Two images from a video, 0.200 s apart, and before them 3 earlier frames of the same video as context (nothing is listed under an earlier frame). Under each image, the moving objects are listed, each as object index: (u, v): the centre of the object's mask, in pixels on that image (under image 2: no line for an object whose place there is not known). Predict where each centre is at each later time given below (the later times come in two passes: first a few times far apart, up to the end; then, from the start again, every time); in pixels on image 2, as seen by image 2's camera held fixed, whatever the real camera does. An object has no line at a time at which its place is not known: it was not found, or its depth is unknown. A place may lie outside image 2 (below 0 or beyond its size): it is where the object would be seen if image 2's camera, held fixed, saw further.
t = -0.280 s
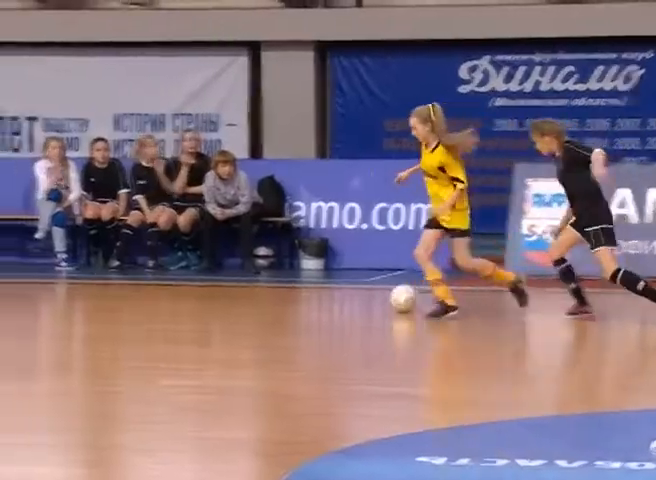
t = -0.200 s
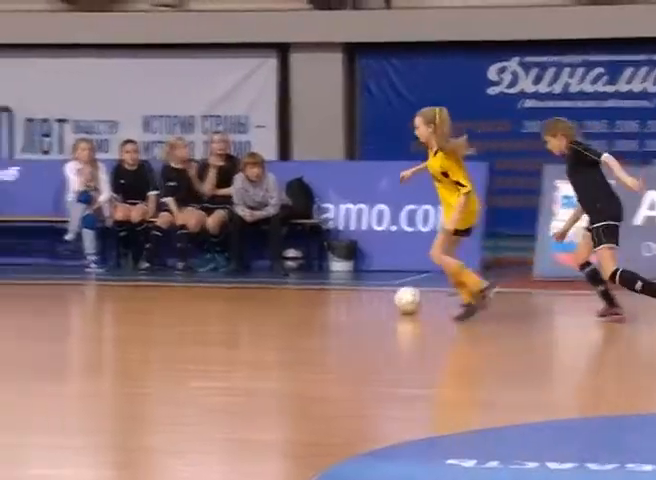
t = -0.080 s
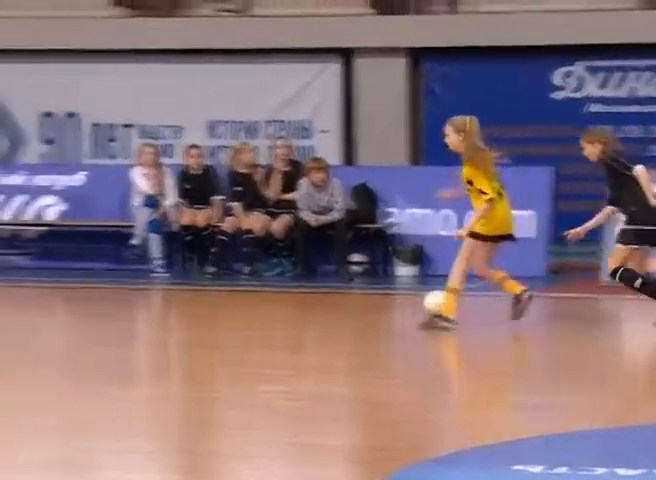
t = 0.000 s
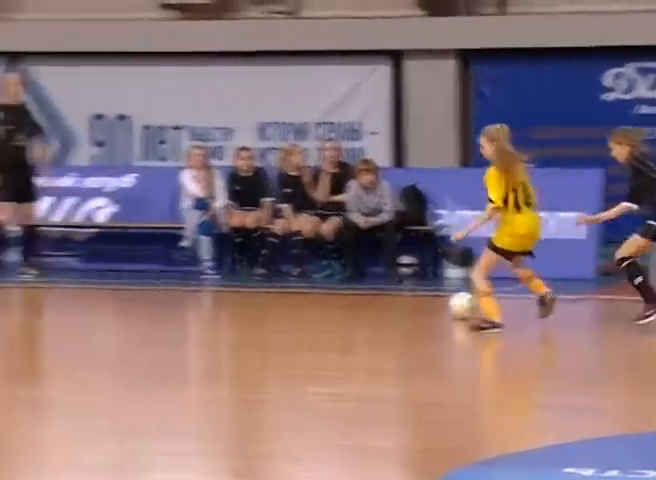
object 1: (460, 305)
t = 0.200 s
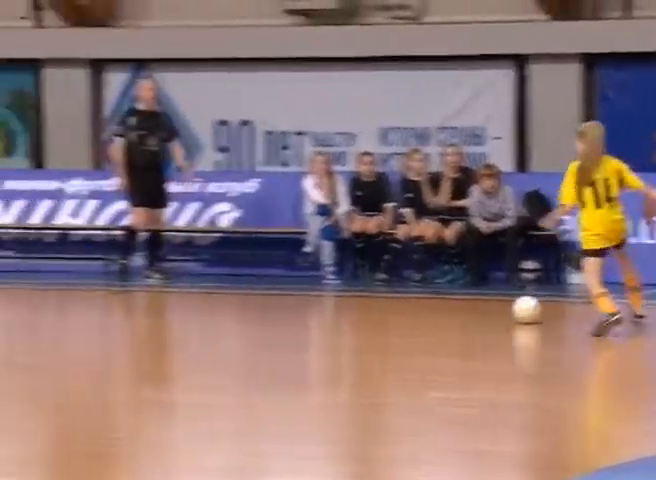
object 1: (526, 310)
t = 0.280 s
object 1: (502, 309)
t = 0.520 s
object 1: (435, 306)
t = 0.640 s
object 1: (402, 305)
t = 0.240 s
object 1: (514, 309)
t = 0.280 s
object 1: (502, 309)
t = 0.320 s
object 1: (491, 308)
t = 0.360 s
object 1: (479, 307)
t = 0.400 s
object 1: (468, 307)
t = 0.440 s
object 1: (457, 306)
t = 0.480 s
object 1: (446, 306)
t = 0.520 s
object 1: (435, 306)
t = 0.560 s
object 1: (424, 306)
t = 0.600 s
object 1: (413, 305)
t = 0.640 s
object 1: (402, 305)
